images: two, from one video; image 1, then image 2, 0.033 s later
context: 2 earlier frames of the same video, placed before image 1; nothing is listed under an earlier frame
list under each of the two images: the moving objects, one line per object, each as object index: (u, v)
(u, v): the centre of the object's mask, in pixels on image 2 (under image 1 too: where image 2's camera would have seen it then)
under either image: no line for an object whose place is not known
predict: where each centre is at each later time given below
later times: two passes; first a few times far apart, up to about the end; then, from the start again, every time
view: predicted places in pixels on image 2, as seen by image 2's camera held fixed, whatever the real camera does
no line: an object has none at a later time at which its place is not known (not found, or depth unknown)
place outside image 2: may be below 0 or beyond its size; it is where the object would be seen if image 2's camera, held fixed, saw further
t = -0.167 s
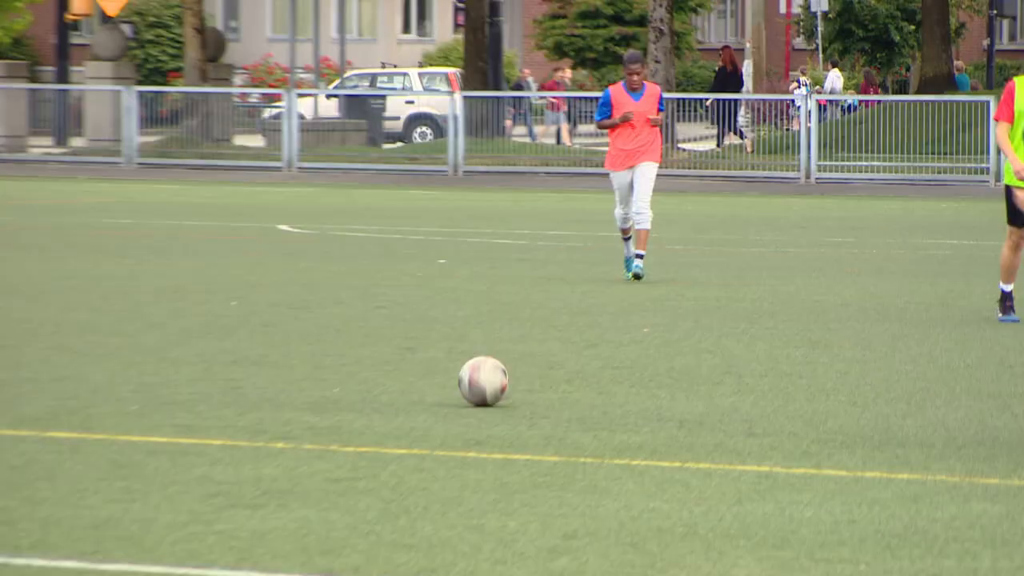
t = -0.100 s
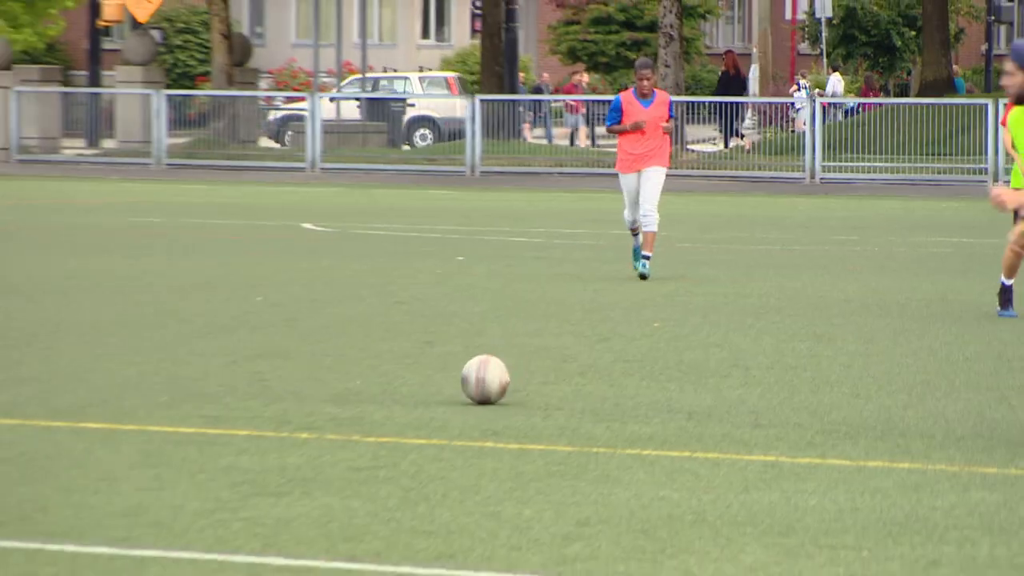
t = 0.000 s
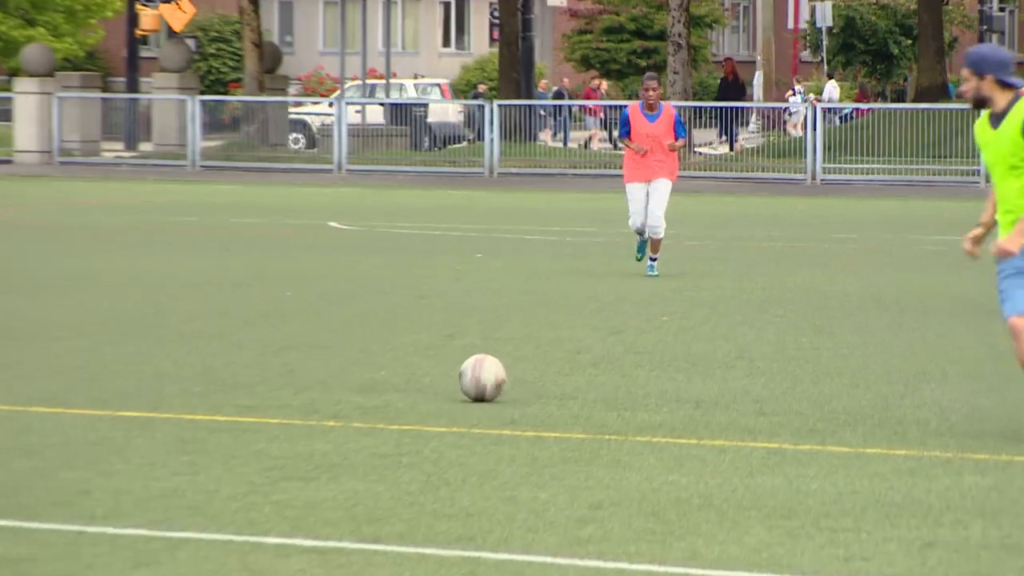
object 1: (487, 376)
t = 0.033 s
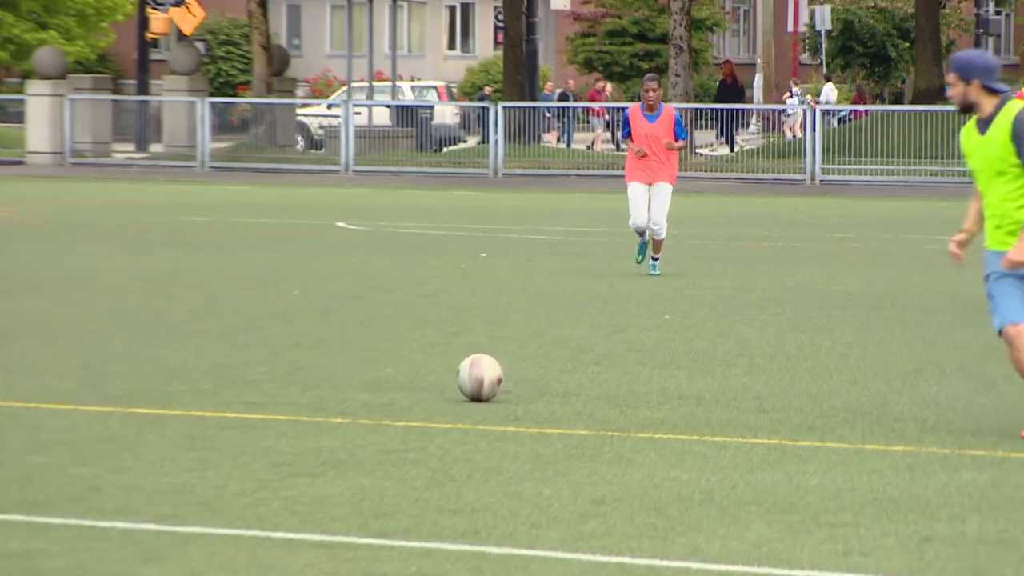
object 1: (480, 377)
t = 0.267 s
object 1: (427, 392)
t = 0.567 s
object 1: (358, 414)
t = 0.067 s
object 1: (473, 380)
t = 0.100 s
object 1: (465, 382)
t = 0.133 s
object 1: (457, 386)
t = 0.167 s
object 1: (450, 386)
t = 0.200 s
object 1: (442, 390)
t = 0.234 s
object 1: (435, 391)
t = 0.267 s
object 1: (427, 392)
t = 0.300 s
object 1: (419, 397)
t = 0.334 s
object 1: (412, 399)
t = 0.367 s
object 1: (404, 398)
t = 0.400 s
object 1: (396, 399)
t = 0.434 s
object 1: (389, 403)
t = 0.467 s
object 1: (381, 408)
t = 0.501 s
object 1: (373, 409)
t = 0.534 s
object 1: (365, 410)
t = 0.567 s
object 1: (358, 414)
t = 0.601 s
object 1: (349, 420)
